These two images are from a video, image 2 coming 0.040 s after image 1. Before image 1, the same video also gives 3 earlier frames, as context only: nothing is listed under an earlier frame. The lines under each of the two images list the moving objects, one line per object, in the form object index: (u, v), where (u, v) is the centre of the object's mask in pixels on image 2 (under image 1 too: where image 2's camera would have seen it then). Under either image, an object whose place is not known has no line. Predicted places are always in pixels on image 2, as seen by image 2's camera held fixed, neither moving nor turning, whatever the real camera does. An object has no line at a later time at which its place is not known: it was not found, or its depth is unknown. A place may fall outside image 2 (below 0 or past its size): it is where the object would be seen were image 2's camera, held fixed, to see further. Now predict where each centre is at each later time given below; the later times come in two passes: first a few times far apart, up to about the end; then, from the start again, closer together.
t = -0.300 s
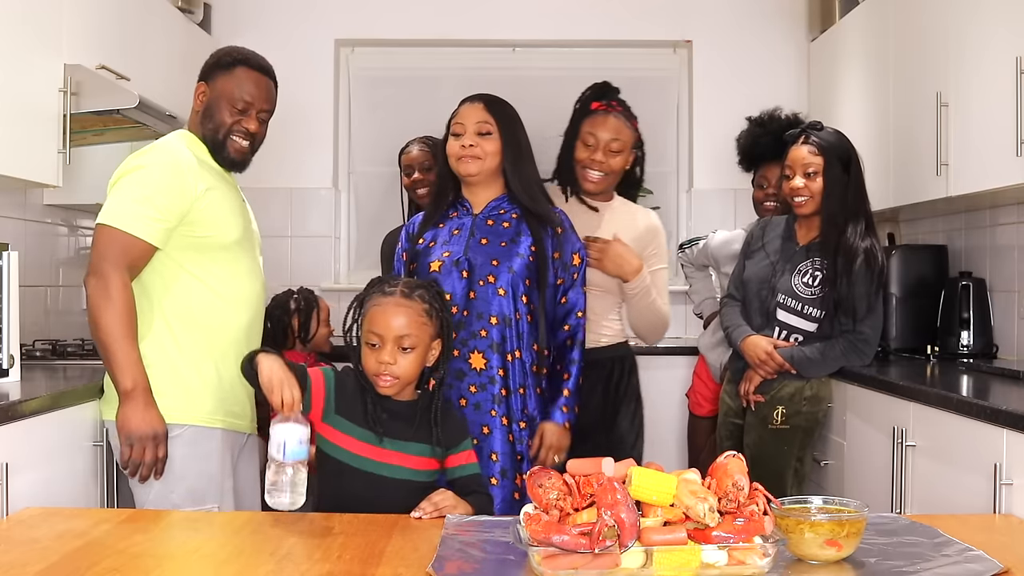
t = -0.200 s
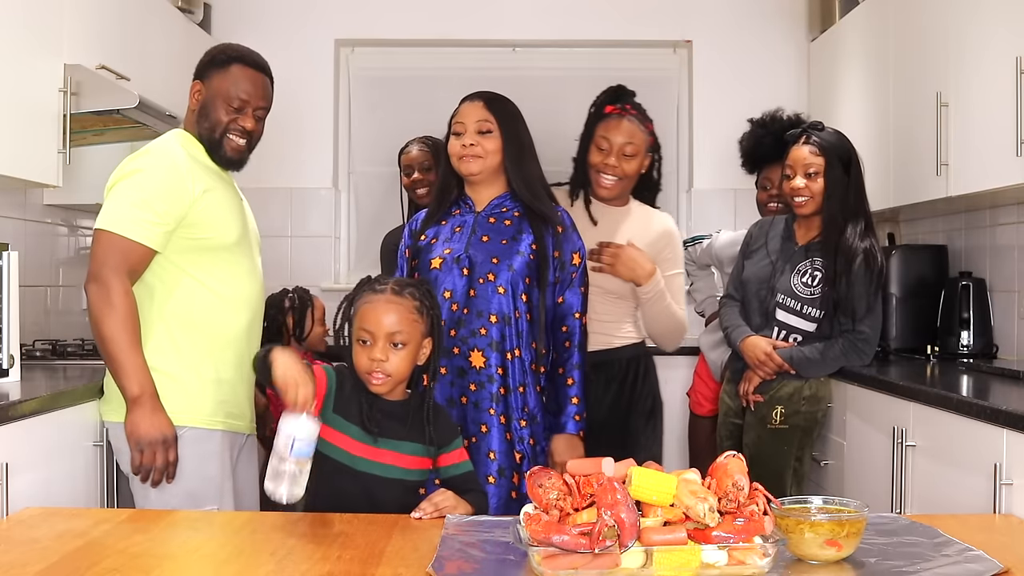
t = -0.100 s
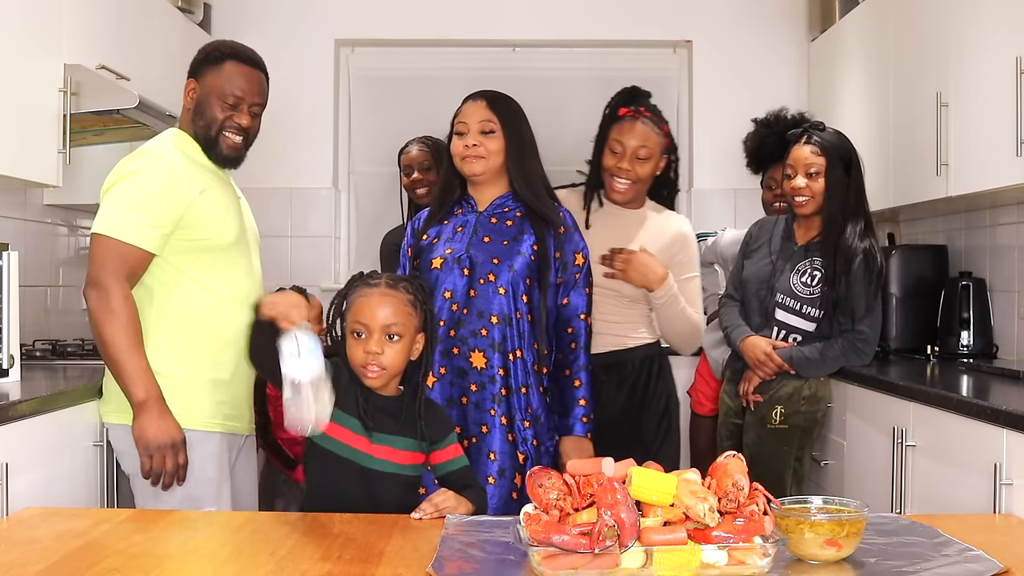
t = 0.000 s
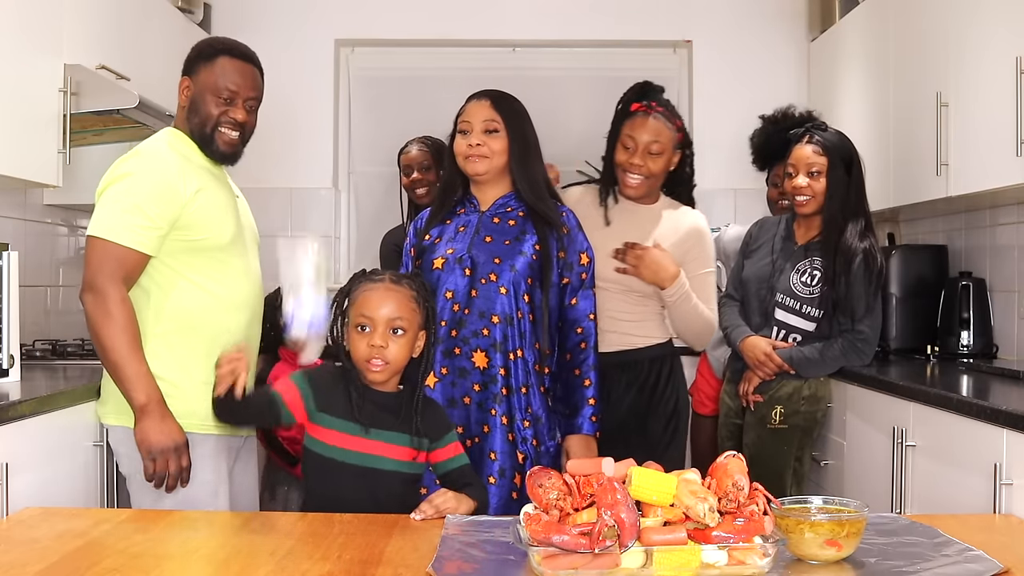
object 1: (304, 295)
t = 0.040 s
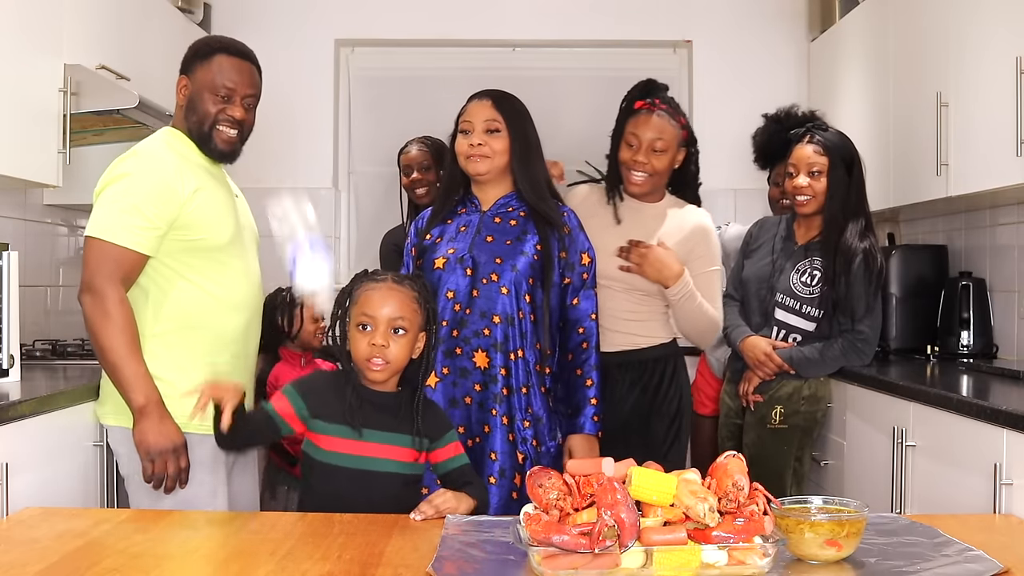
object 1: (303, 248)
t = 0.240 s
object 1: (272, 177)
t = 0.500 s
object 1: (230, 501)
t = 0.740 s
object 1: (214, 519)
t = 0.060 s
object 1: (301, 230)
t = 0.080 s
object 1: (300, 212)
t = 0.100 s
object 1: (295, 197)
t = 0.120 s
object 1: (292, 183)
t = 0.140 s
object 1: (288, 174)
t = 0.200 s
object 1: (277, 169)
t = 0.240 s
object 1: (272, 177)
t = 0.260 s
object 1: (269, 186)
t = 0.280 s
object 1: (265, 198)
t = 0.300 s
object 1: (262, 210)
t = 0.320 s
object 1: (258, 229)
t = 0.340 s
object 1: (254, 250)
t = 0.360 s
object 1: (251, 274)
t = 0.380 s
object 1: (248, 302)
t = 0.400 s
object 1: (245, 329)
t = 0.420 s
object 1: (241, 362)
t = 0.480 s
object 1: (232, 478)
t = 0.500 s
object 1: (230, 501)
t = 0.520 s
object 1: (226, 514)
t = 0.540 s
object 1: (225, 517)
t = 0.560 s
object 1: (223, 515)
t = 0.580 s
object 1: (221, 514)
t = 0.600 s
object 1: (220, 514)
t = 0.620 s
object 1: (219, 516)
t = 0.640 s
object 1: (217, 518)
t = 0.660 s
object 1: (216, 519)
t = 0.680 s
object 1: (215, 519)
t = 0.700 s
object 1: (214, 519)
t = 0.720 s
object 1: (214, 519)
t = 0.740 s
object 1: (214, 519)
